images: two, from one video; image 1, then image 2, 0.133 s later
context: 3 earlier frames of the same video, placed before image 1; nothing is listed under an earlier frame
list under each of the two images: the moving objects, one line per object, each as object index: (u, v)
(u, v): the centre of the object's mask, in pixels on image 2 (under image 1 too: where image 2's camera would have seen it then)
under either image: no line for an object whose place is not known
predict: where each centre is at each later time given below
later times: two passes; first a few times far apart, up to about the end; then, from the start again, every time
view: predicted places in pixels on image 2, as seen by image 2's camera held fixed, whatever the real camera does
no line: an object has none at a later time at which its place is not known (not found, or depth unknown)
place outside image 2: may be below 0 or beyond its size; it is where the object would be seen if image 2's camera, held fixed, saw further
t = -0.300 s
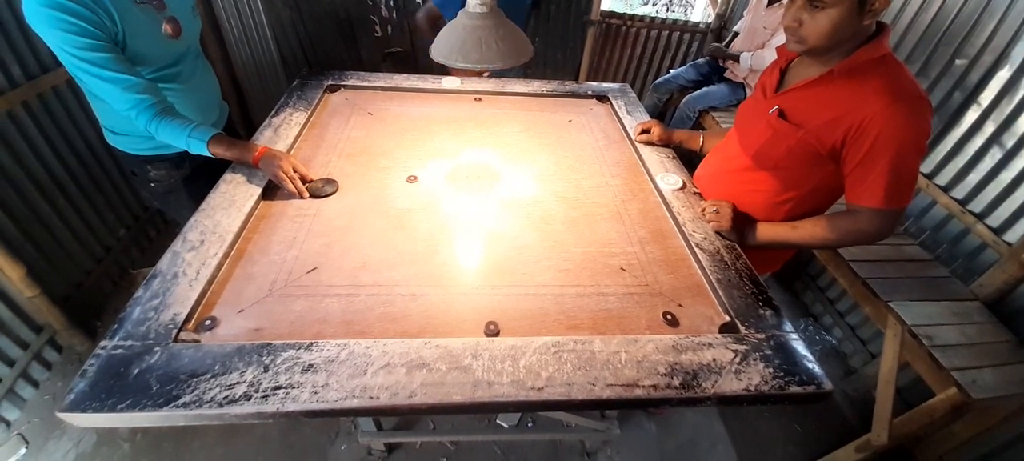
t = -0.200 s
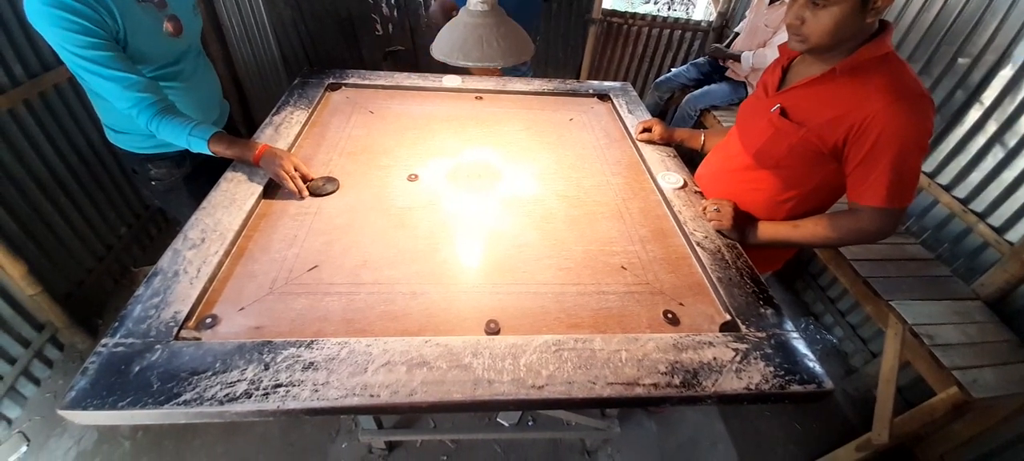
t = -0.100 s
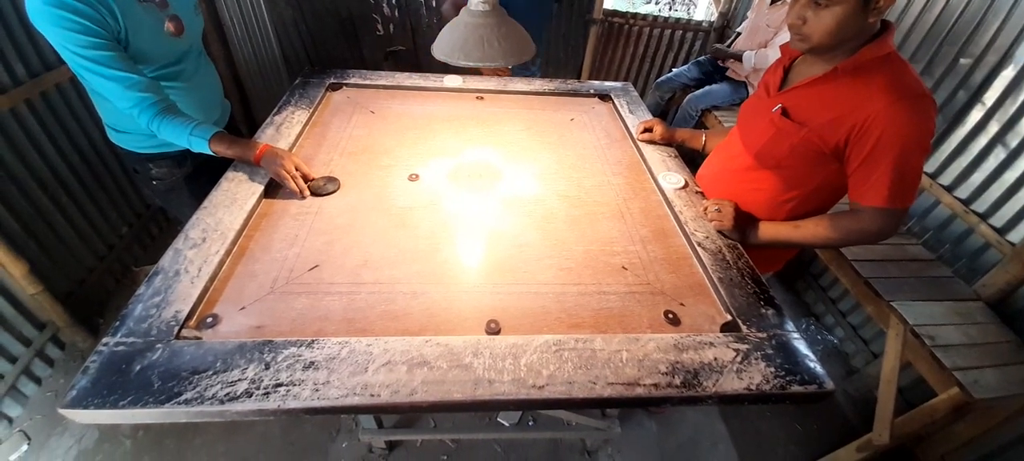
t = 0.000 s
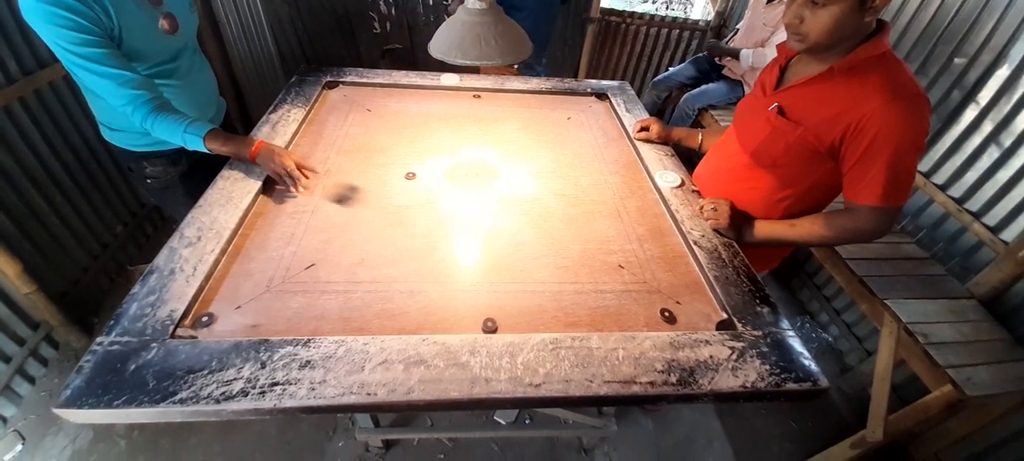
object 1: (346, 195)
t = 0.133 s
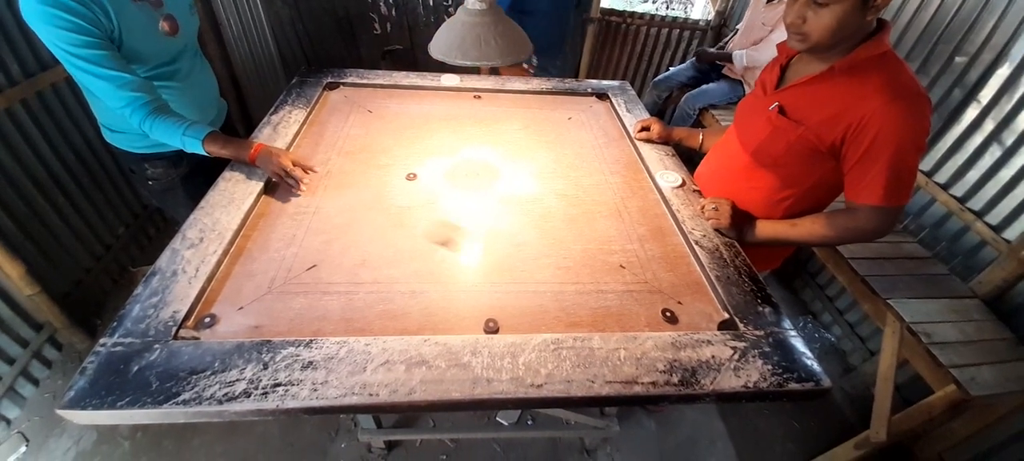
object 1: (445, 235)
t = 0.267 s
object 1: (569, 283)
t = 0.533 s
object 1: (656, 278)
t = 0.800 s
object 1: (560, 239)
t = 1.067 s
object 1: (503, 215)
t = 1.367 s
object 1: (479, 204)
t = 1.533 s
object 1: (478, 203)
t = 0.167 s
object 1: (474, 252)
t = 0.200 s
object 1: (507, 258)
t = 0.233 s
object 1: (537, 270)
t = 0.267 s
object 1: (569, 283)
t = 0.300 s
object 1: (600, 295)
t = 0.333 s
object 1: (637, 309)
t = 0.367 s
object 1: (665, 318)
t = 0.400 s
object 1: (682, 310)
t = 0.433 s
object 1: (696, 299)
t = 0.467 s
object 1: (687, 291)
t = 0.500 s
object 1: (671, 284)
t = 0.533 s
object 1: (656, 278)
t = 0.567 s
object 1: (641, 272)
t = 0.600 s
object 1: (627, 266)
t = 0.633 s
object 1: (614, 261)
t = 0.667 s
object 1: (602, 256)
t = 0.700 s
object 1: (591, 252)
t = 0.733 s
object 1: (579, 247)
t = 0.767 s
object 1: (569, 243)
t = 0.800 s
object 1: (560, 239)
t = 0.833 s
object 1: (550, 235)
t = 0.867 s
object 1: (542, 232)
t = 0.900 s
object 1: (534, 228)
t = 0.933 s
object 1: (526, 225)
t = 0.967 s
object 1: (520, 222)
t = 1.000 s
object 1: (514, 220)
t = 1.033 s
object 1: (508, 218)
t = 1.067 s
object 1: (503, 215)
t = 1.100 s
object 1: (498, 213)
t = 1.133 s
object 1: (494, 211)
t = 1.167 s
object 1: (490, 209)
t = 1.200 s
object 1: (487, 208)
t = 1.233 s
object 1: (485, 207)
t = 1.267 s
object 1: (483, 205)
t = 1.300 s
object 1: (481, 205)
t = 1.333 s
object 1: (480, 204)
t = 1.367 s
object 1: (479, 204)
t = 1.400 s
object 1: (479, 203)
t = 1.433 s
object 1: (479, 203)
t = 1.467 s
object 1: (479, 203)
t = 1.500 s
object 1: (479, 203)
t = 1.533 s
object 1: (478, 203)
